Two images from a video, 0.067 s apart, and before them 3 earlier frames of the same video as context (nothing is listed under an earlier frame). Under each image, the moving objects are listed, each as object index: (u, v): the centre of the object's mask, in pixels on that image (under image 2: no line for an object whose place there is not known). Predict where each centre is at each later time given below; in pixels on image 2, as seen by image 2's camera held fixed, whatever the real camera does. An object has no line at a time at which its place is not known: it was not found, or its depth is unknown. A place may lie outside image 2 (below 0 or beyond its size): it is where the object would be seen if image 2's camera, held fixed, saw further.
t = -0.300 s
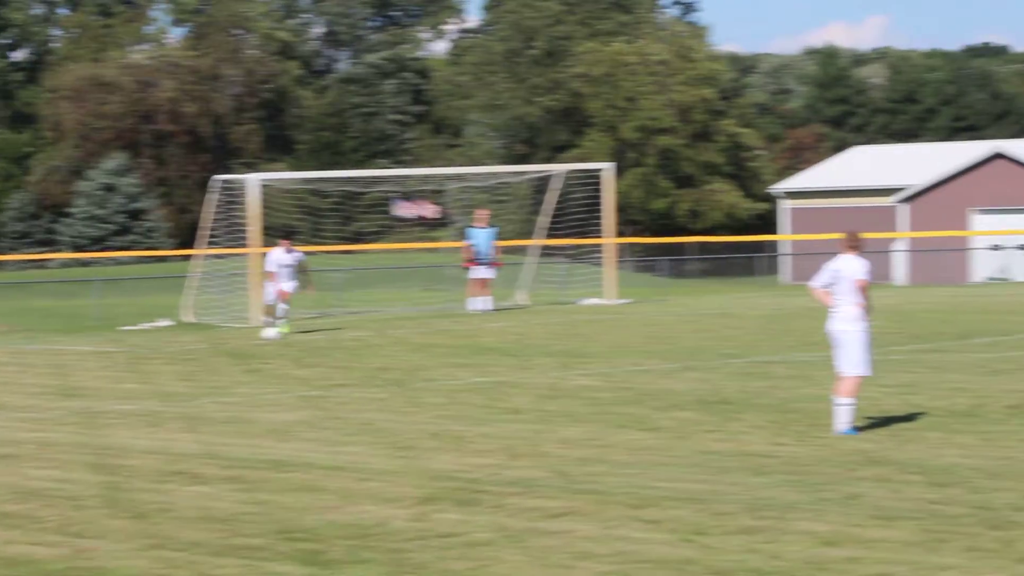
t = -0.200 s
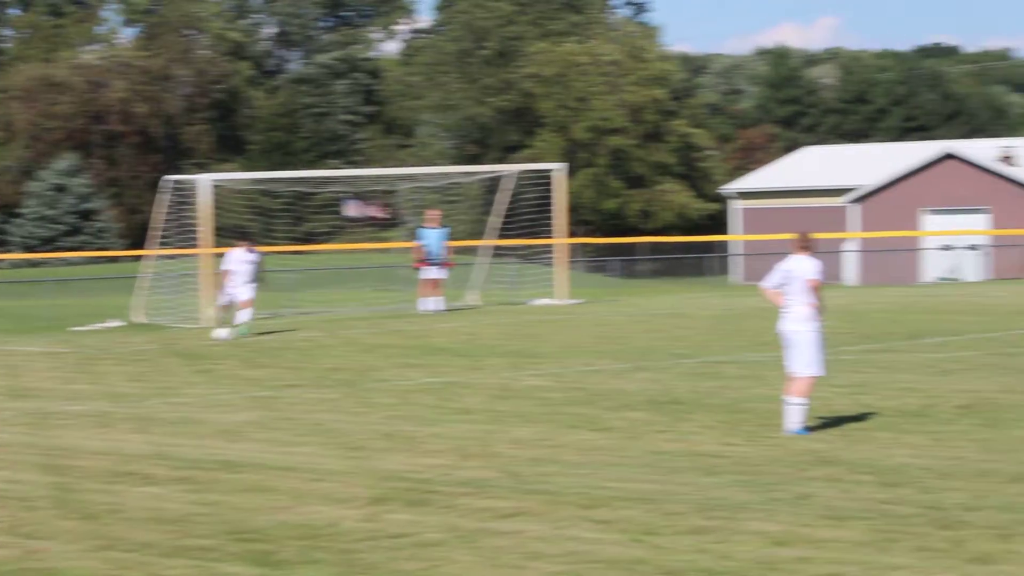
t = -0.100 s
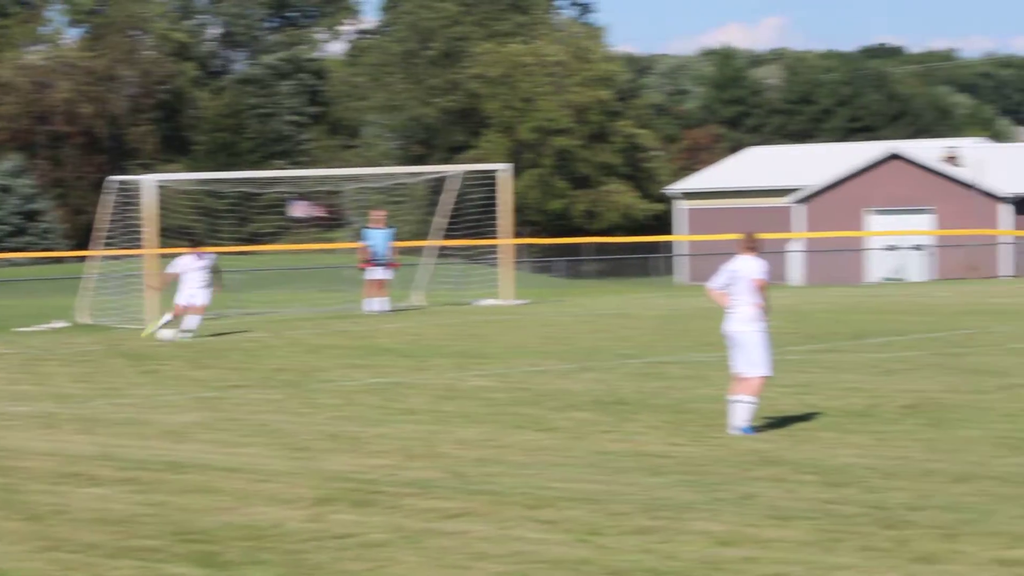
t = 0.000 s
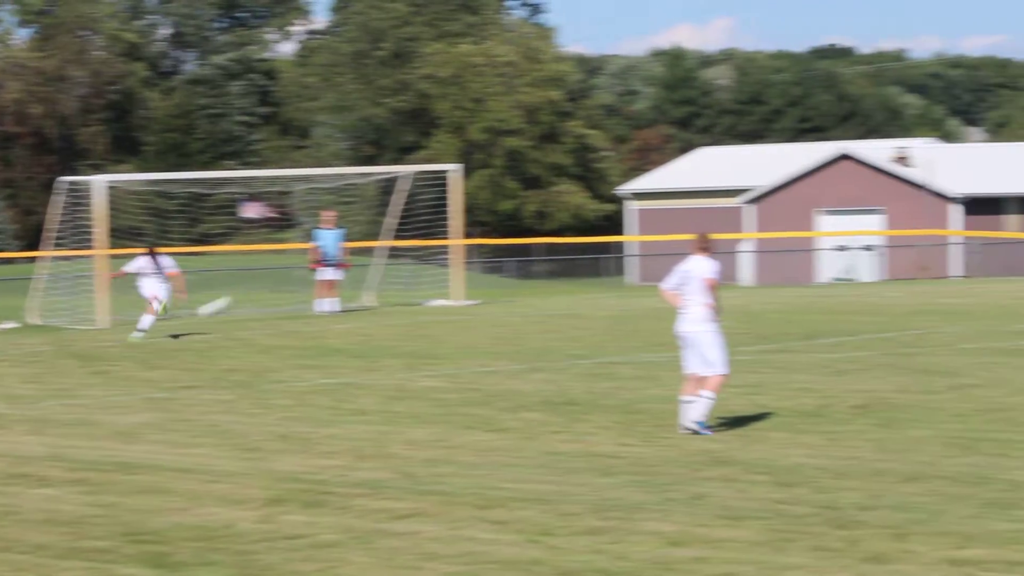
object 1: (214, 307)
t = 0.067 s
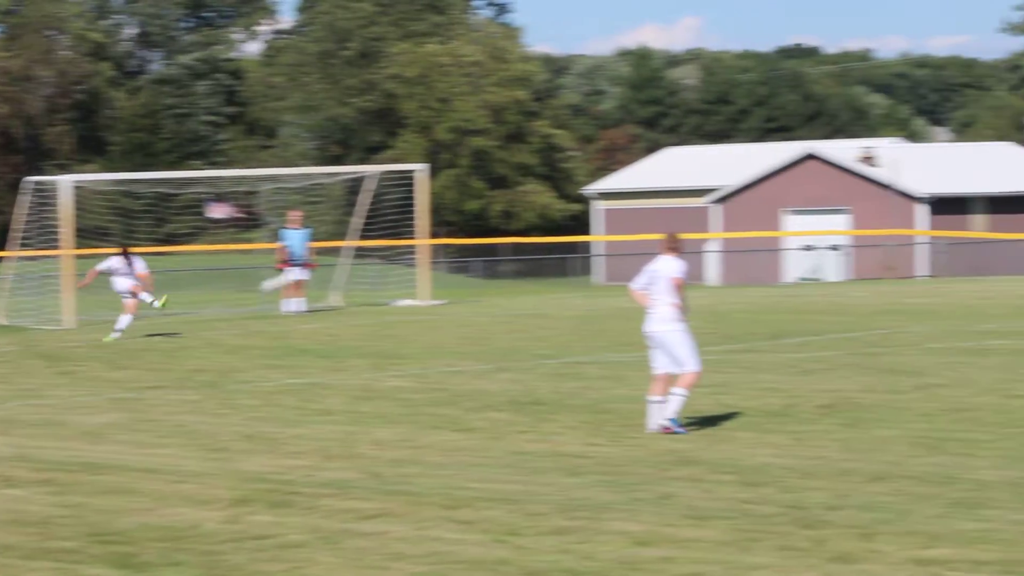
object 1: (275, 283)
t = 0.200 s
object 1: (494, 236)
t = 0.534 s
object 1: (1111, 169)
